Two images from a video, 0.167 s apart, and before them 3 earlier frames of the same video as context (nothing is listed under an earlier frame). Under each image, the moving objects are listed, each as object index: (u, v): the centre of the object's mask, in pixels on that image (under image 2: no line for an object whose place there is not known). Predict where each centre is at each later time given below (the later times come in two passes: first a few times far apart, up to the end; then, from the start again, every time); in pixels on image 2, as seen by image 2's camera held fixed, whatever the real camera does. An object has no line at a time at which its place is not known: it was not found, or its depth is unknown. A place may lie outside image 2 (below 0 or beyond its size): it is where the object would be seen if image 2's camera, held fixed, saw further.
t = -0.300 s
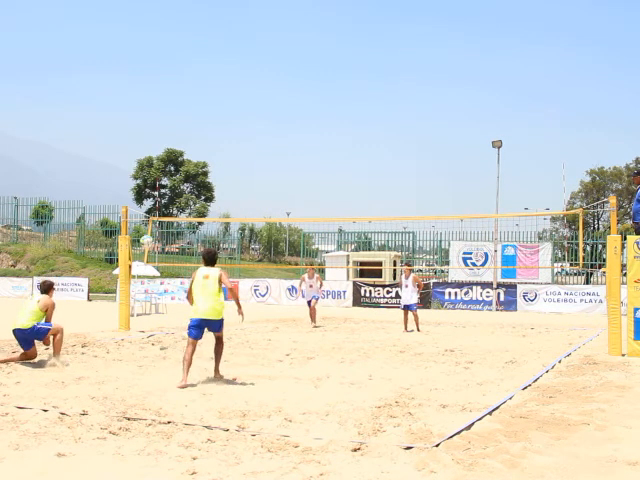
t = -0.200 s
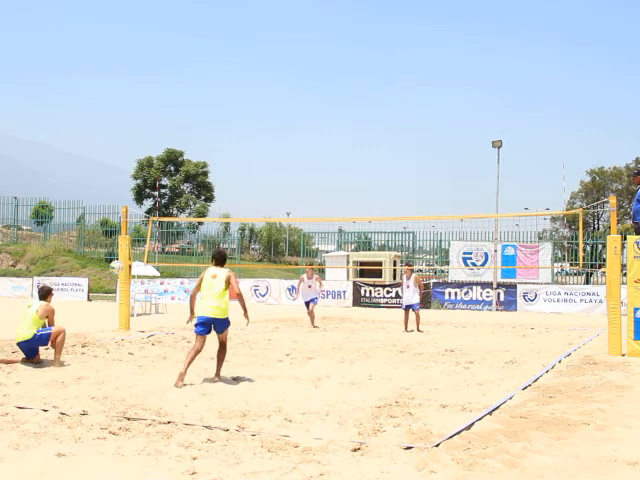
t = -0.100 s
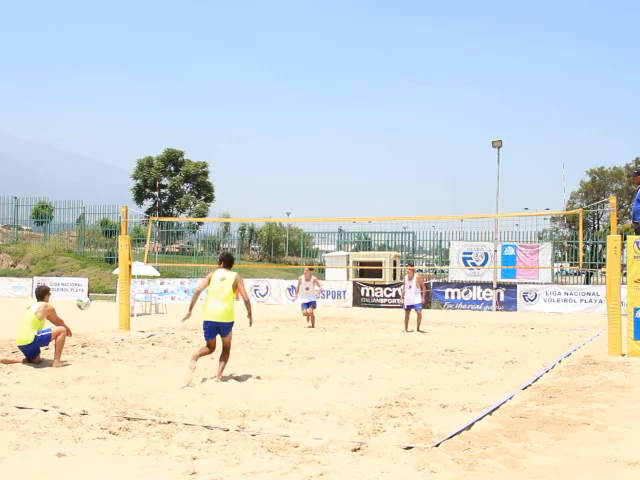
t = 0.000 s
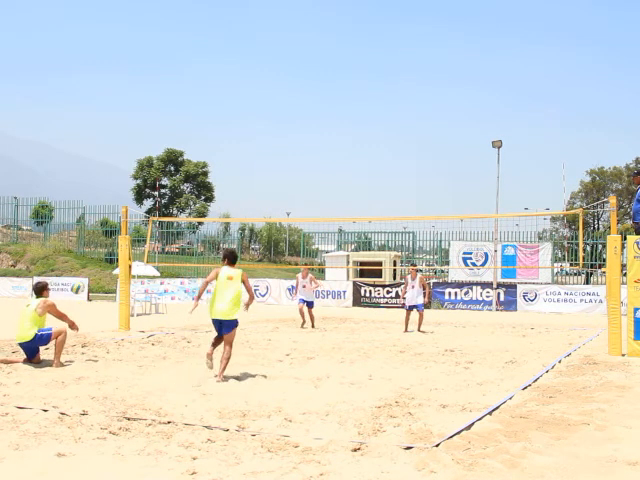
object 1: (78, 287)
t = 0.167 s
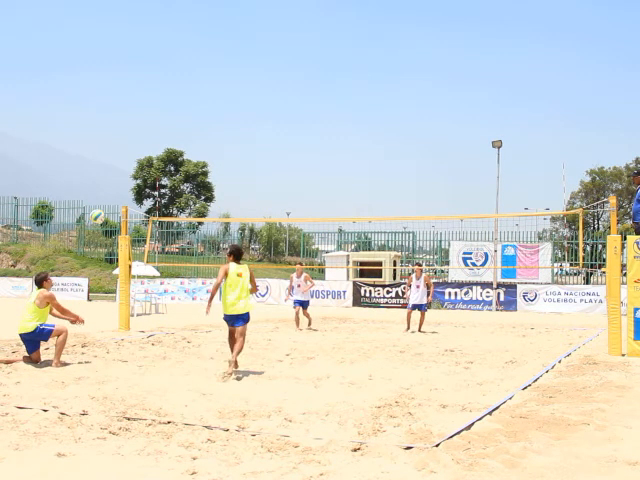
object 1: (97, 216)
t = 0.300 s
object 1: (112, 173)
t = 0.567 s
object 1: (140, 119)
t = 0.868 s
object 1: (170, 114)
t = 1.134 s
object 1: (196, 161)
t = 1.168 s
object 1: (199, 171)
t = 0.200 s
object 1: (101, 204)
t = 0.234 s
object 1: (104, 193)
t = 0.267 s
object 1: (108, 182)
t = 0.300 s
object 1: (112, 173)
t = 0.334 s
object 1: (116, 163)
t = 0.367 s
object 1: (119, 155)
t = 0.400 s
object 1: (123, 147)
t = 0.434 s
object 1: (126, 140)
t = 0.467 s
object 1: (130, 134)
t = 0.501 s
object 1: (133, 128)
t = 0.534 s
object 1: (137, 123)
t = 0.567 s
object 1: (140, 119)
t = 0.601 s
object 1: (143, 116)
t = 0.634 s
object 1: (146, 113)
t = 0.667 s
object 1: (150, 111)
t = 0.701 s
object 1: (153, 109)
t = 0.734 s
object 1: (156, 109)
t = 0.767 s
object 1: (160, 109)
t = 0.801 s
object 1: (163, 110)
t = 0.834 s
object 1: (167, 112)
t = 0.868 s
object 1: (170, 114)
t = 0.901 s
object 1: (173, 117)
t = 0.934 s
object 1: (176, 121)
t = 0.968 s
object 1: (179, 126)
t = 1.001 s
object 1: (182, 132)
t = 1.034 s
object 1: (185, 138)
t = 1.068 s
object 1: (189, 144)
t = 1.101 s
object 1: (191, 152)
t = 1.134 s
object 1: (196, 161)
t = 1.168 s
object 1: (199, 171)
